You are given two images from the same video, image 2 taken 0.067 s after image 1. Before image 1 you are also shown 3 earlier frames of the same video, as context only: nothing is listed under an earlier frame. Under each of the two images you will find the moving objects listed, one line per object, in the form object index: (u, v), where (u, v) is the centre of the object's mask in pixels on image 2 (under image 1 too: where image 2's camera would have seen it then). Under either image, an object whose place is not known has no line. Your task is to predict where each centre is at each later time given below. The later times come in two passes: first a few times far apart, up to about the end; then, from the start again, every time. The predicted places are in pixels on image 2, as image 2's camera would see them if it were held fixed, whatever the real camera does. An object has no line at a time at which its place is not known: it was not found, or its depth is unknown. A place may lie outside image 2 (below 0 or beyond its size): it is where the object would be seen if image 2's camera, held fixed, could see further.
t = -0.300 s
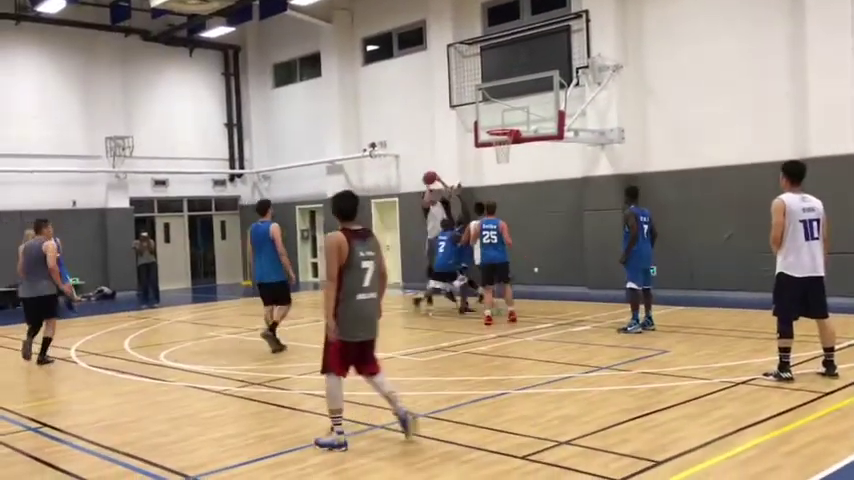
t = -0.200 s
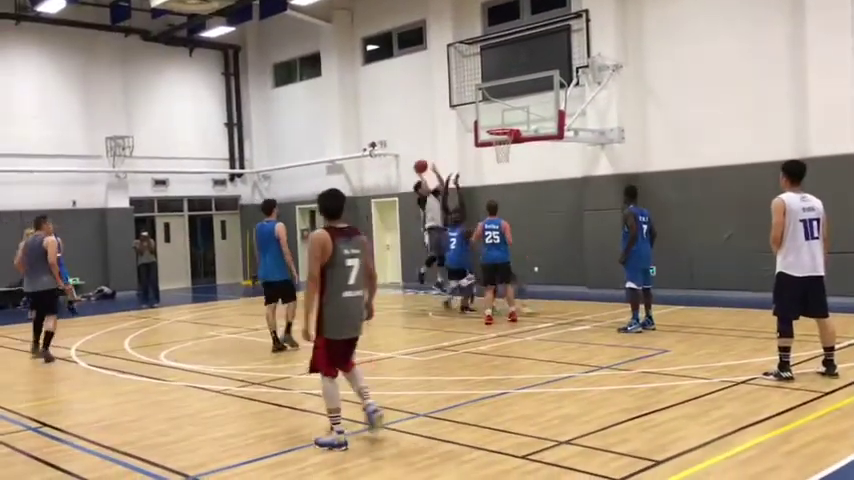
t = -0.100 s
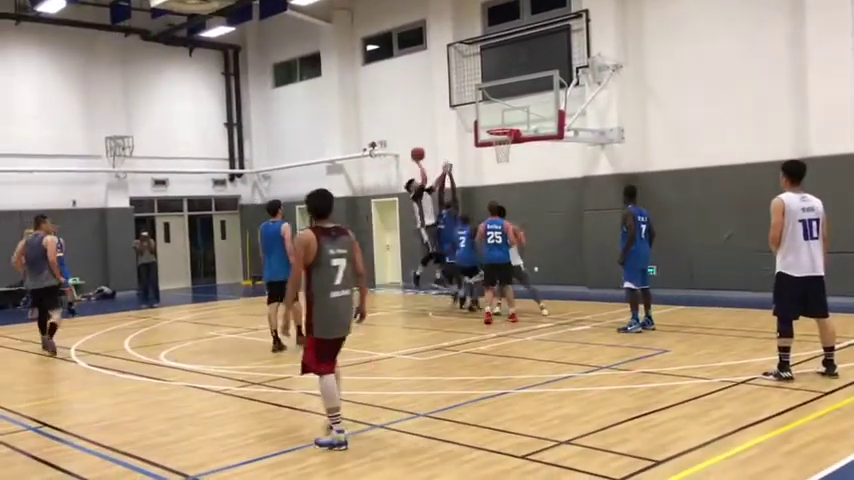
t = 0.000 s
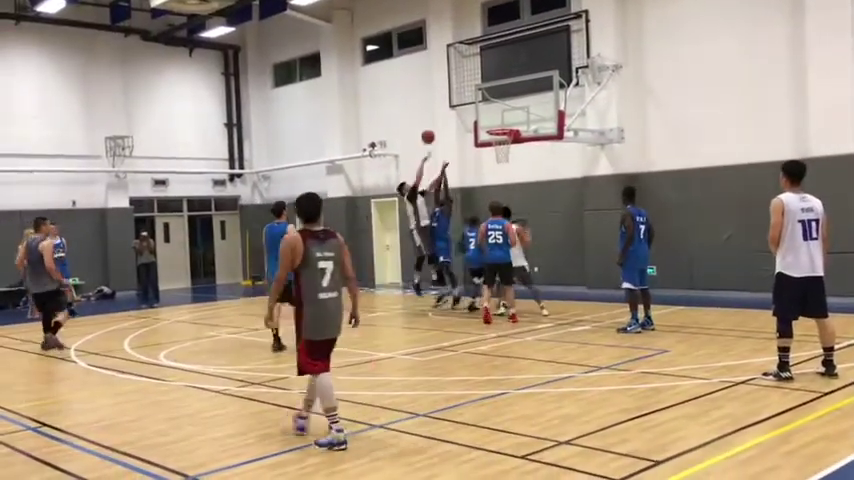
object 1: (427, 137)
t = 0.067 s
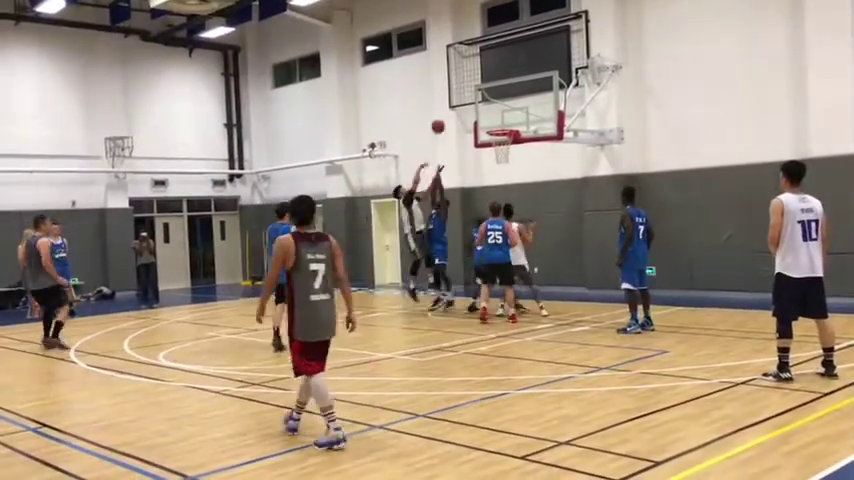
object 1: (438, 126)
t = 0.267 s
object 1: (470, 109)
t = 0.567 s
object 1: (500, 125)
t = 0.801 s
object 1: (496, 152)
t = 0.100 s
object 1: (443, 122)
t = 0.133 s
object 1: (448, 118)
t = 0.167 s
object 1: (454, 115)
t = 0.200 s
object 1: (459, 113)
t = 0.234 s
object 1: (464, 111)
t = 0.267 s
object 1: (470, 109)
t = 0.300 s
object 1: (475, 109)
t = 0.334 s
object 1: (481, 108)
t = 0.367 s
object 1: (486, 109)
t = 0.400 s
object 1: (492, 110)
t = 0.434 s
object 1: (497, 112)
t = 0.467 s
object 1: (501, 115)
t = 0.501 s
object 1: (501, 118)
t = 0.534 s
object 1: (501, 121)
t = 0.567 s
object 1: (500, 125)
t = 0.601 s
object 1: (501, 128)
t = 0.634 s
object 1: (500, 137)
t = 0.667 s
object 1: (499, 144)
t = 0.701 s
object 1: (499, 148)
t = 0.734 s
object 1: (498, 151)
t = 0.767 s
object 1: (497, 151)
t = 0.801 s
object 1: (496, 152)
